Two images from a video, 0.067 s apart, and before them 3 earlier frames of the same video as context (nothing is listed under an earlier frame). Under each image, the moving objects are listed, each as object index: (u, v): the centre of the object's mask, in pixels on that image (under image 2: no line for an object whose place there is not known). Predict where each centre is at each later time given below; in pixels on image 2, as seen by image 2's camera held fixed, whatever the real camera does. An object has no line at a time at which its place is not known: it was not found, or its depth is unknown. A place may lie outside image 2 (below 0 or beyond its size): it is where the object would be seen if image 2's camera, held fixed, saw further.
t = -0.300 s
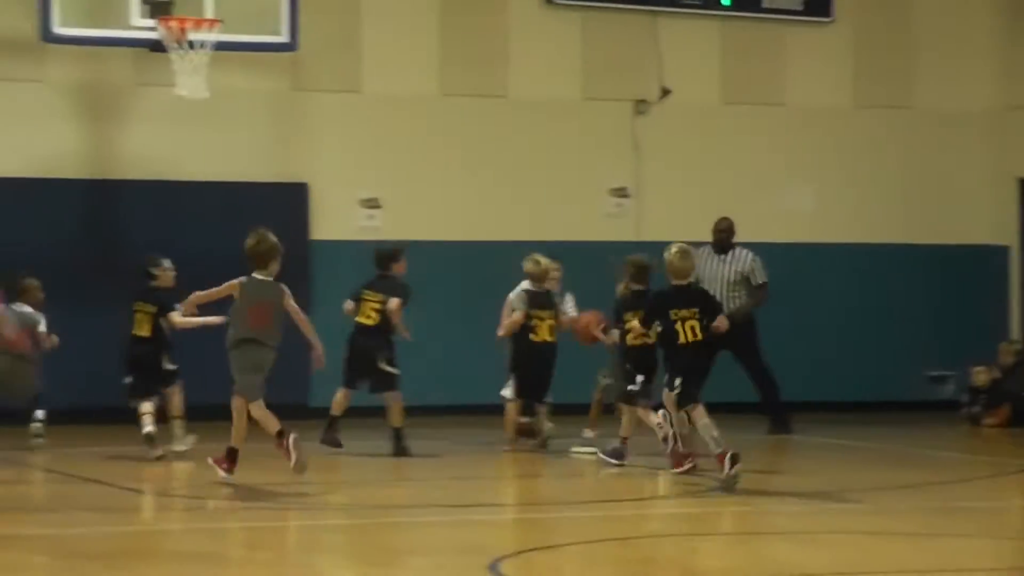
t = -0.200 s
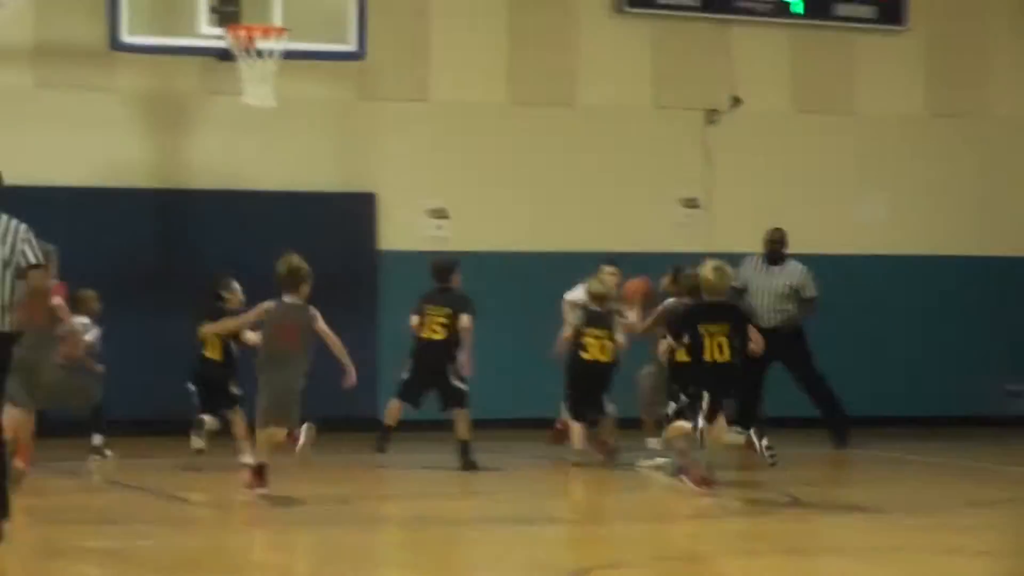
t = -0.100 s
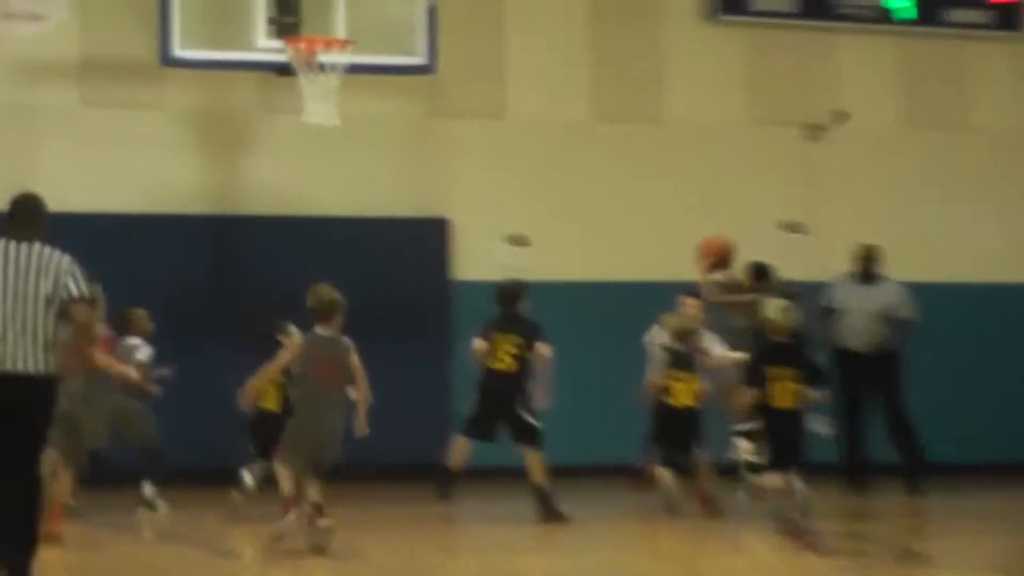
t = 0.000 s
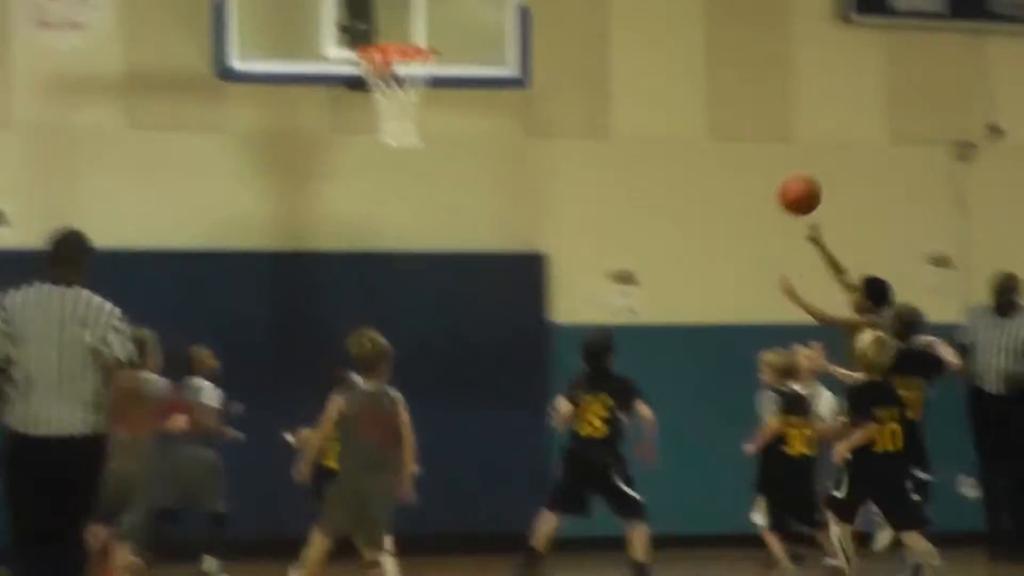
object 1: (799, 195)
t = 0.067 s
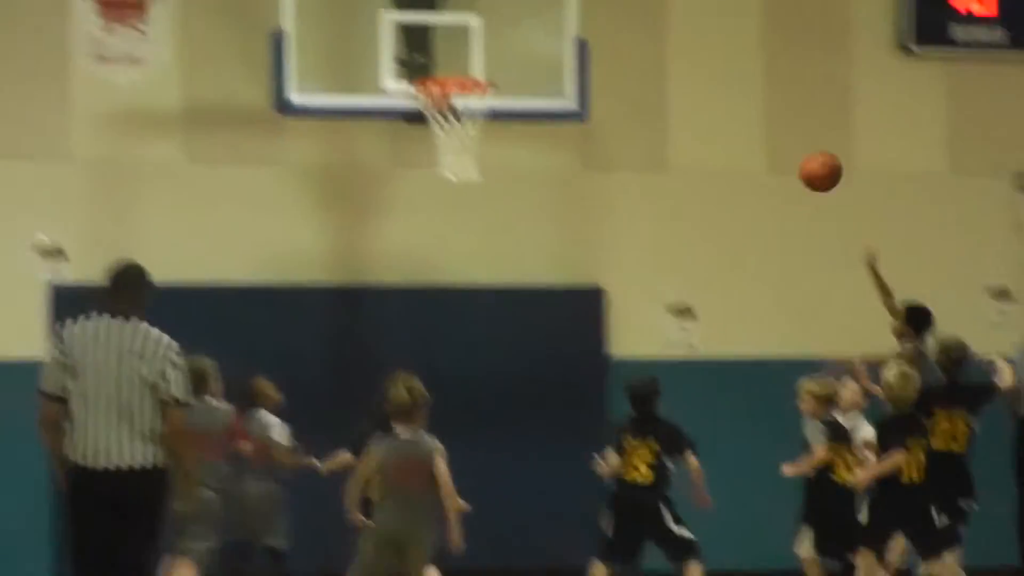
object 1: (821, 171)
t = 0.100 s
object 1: (800, 146)
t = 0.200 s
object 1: (741, 83)
